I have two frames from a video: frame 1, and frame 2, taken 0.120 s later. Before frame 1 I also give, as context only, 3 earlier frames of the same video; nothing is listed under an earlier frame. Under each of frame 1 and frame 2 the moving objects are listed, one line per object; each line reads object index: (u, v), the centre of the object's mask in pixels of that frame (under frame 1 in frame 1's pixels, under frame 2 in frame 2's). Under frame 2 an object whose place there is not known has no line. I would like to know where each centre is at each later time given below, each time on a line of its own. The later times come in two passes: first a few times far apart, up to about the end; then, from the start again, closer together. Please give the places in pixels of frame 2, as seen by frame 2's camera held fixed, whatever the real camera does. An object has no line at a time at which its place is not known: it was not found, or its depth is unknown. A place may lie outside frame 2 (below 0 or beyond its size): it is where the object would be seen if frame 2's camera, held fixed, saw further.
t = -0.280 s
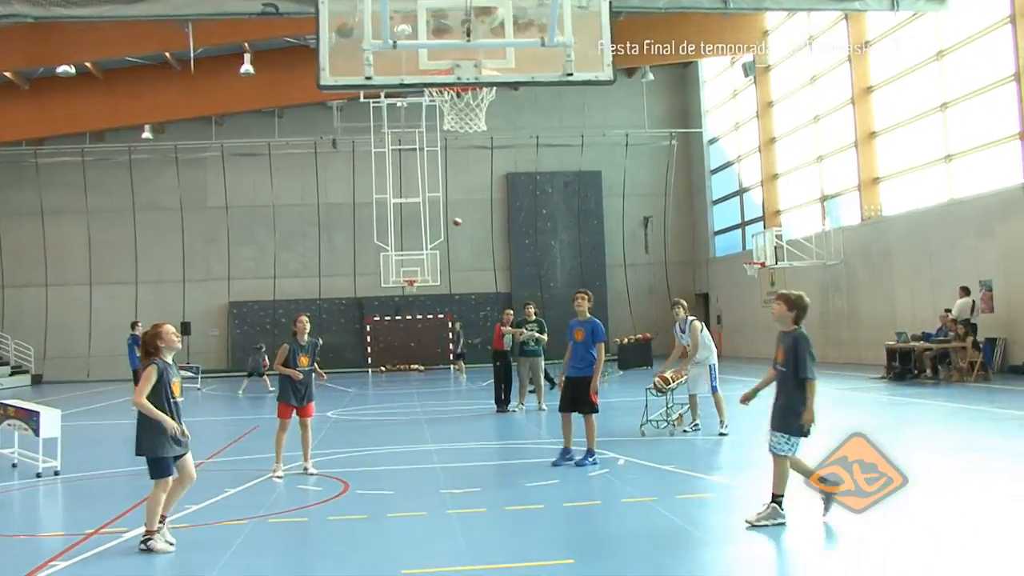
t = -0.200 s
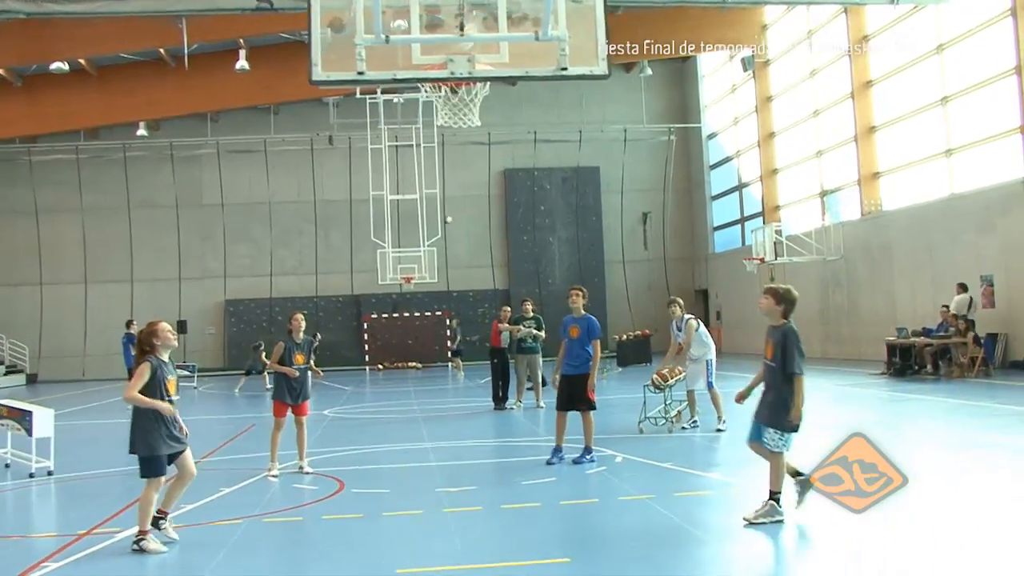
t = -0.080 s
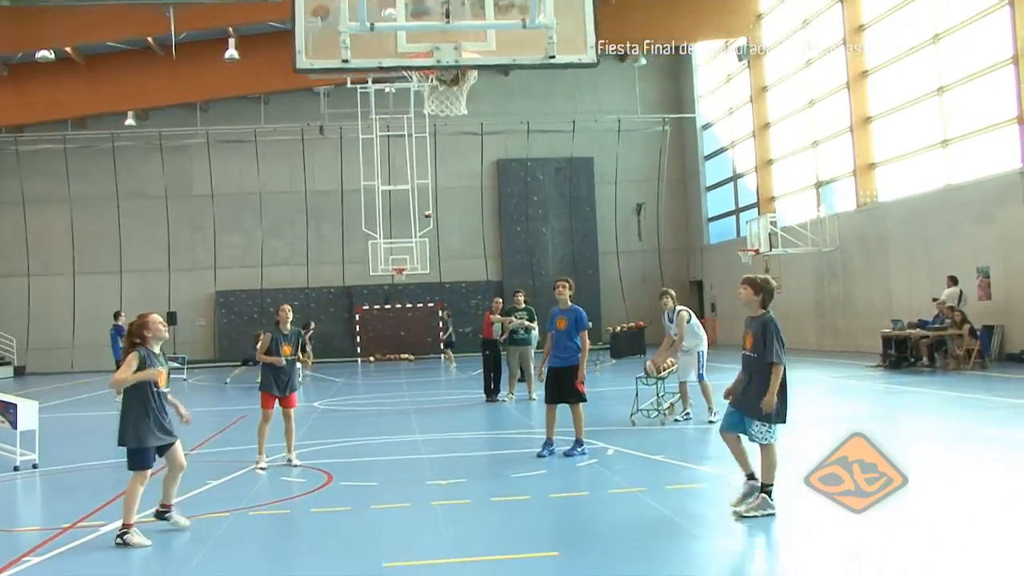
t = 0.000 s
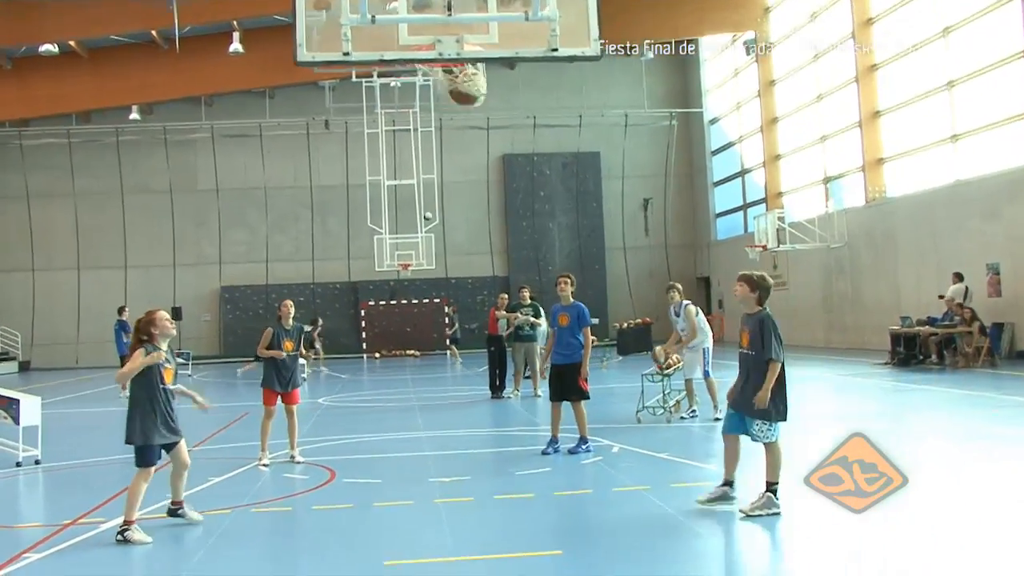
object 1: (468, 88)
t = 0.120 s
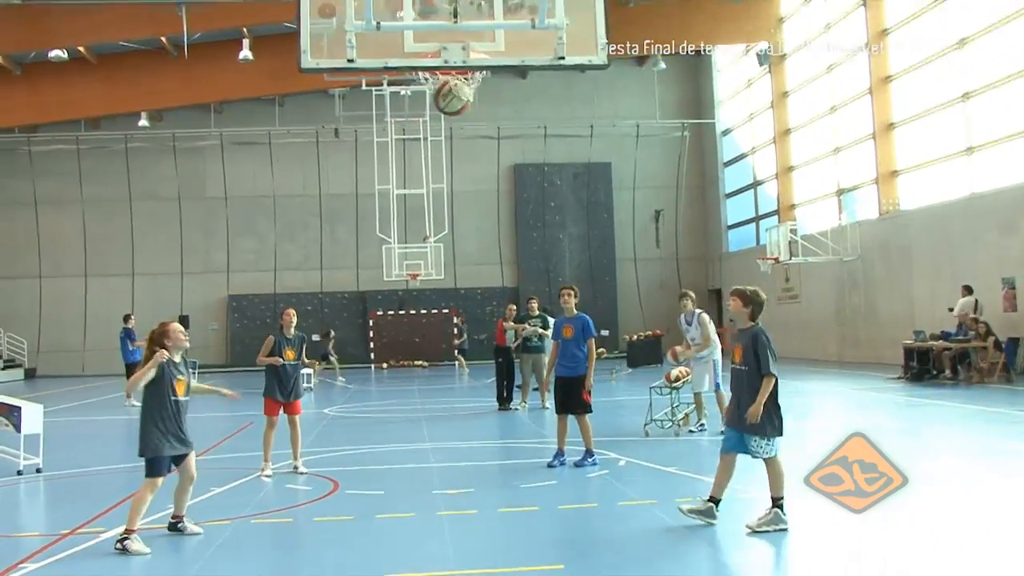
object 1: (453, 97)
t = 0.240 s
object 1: (429, 100)
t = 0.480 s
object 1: (412, 144)
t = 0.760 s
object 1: (402, 334)
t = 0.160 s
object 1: (444, 98)
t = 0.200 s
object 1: (439, 97)
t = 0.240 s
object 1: (429, 100)
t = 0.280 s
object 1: (428, 100)
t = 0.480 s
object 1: (412, 144)
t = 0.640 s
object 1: (405, 231)
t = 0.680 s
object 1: (402, 263)
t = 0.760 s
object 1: (402, 334)
